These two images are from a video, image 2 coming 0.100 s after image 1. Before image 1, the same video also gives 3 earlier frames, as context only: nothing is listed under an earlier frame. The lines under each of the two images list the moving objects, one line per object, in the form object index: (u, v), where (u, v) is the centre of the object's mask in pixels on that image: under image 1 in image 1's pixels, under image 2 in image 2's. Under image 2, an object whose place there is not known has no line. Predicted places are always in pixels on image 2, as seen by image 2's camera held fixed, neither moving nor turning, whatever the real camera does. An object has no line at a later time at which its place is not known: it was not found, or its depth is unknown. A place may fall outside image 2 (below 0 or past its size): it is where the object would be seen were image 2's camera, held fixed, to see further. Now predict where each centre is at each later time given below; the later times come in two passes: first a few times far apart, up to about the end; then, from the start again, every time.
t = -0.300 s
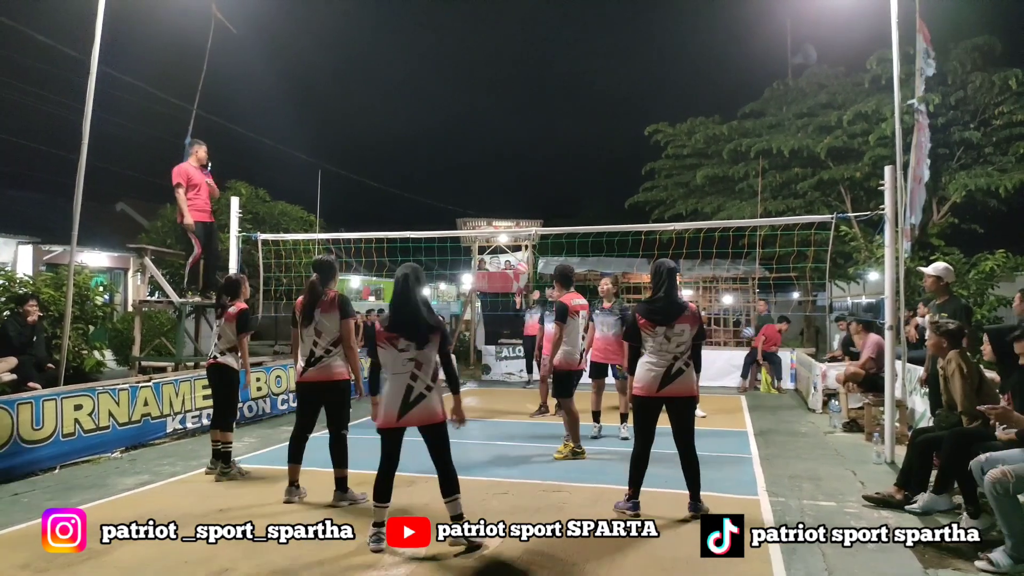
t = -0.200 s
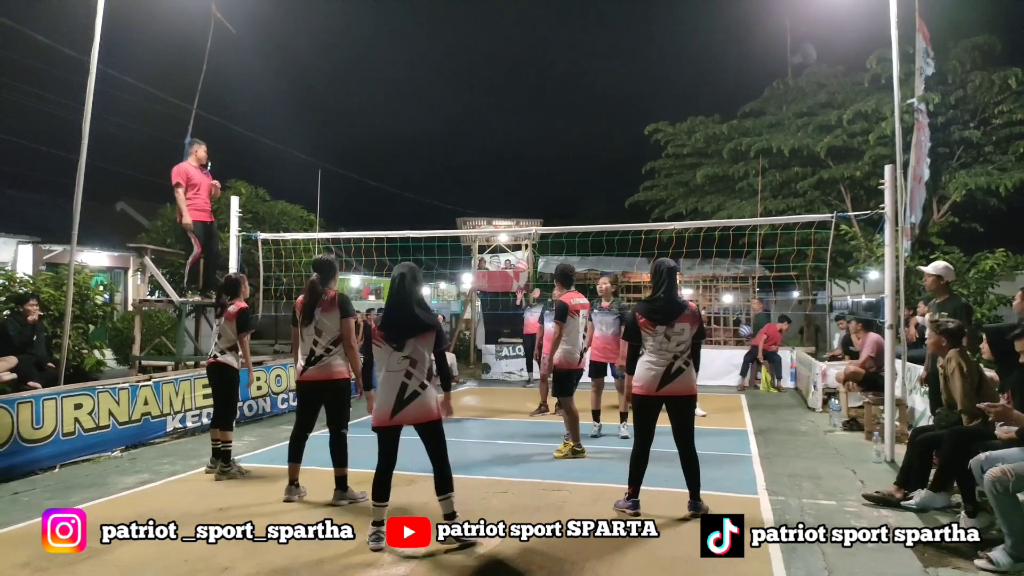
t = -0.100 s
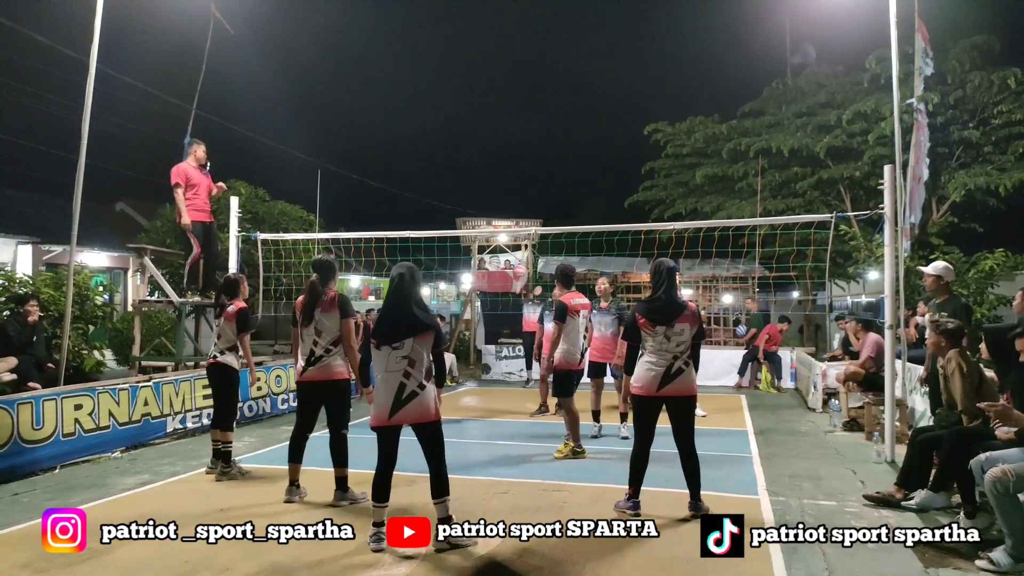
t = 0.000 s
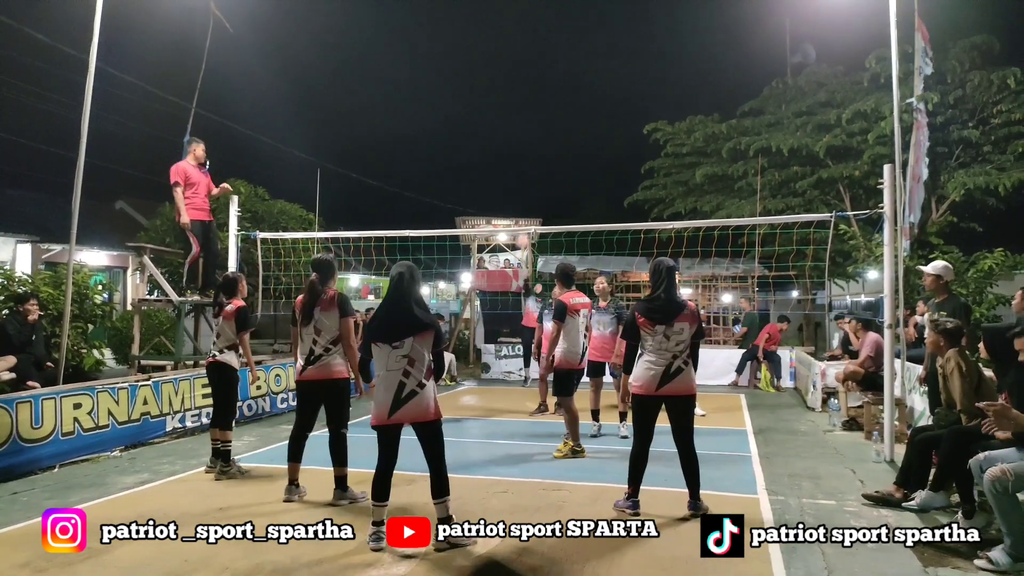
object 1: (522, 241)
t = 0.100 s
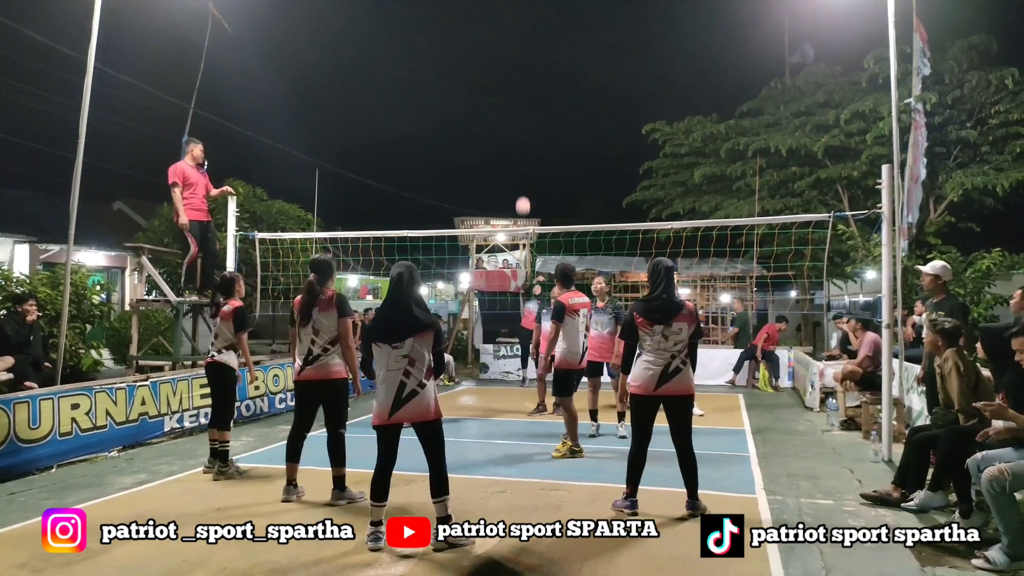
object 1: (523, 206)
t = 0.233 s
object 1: (527, 164)
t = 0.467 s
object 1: (541, 113)
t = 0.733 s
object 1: (566, 108)
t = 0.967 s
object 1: (588, 173)
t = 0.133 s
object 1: (524, 195)
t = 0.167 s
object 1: (525, 184)
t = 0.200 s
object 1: (526, 174)
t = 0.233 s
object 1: (527, 164)
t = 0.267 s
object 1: (528, 155)
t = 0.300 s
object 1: (530, 147)
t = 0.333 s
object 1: (532, 139)
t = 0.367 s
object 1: (533, 132)
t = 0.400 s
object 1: (536, 125)
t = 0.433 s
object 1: (538, 119)
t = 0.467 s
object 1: (541, 113)
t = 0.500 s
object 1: (543, 109)
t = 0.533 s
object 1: (546, 106)
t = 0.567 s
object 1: (549, 103)
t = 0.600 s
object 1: (552, 102)
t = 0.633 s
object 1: (555, 102)
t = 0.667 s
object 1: (558, 103)
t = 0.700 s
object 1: (562, 105)
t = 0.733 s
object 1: (566, 108)
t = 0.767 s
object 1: (569, 112)
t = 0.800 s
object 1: (572, 118)
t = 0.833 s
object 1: (576, 125)
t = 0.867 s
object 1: (579, 133)
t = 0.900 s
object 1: (582, 145)
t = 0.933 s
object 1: (585, 158)
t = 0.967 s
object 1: (588, 173)
